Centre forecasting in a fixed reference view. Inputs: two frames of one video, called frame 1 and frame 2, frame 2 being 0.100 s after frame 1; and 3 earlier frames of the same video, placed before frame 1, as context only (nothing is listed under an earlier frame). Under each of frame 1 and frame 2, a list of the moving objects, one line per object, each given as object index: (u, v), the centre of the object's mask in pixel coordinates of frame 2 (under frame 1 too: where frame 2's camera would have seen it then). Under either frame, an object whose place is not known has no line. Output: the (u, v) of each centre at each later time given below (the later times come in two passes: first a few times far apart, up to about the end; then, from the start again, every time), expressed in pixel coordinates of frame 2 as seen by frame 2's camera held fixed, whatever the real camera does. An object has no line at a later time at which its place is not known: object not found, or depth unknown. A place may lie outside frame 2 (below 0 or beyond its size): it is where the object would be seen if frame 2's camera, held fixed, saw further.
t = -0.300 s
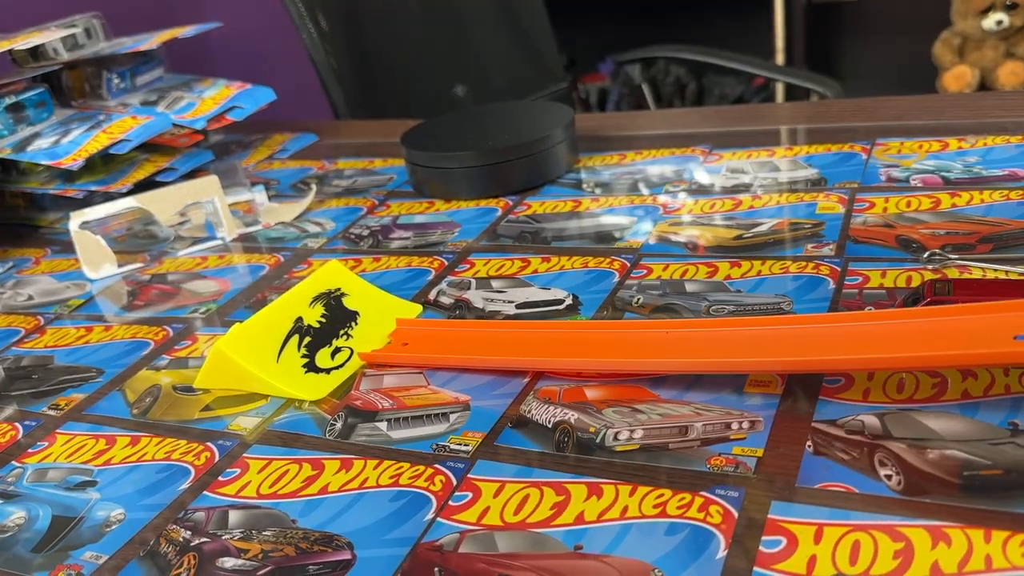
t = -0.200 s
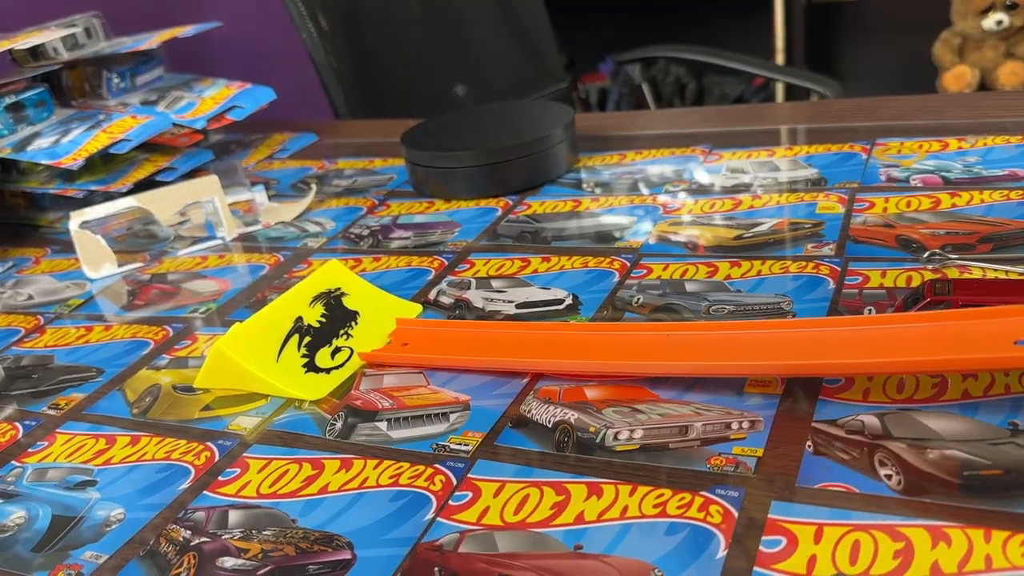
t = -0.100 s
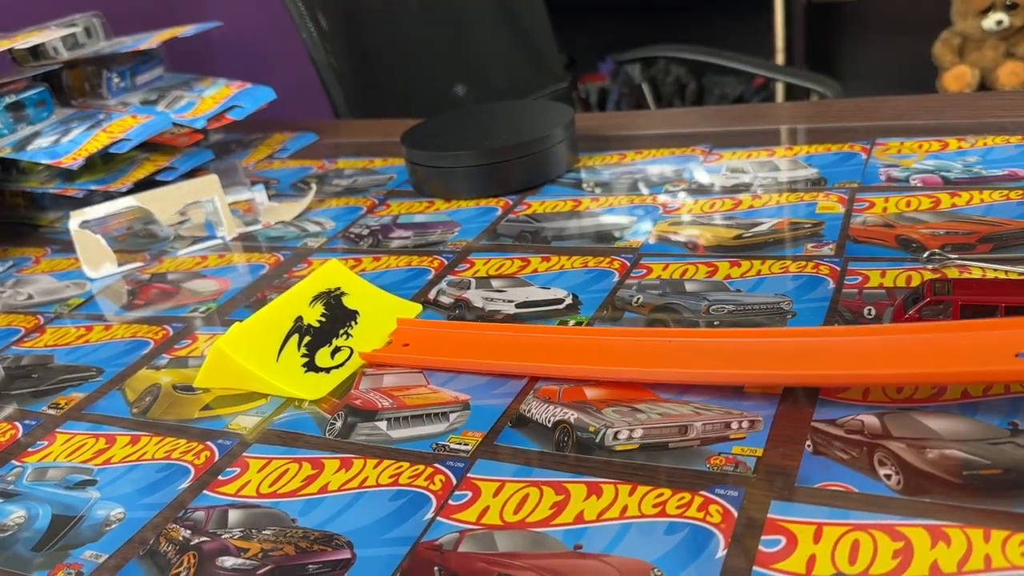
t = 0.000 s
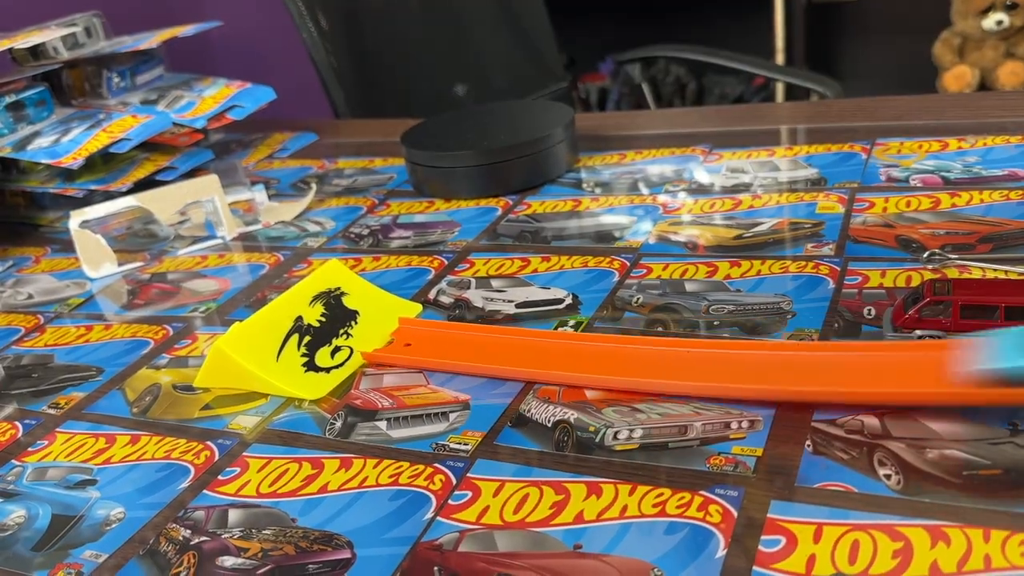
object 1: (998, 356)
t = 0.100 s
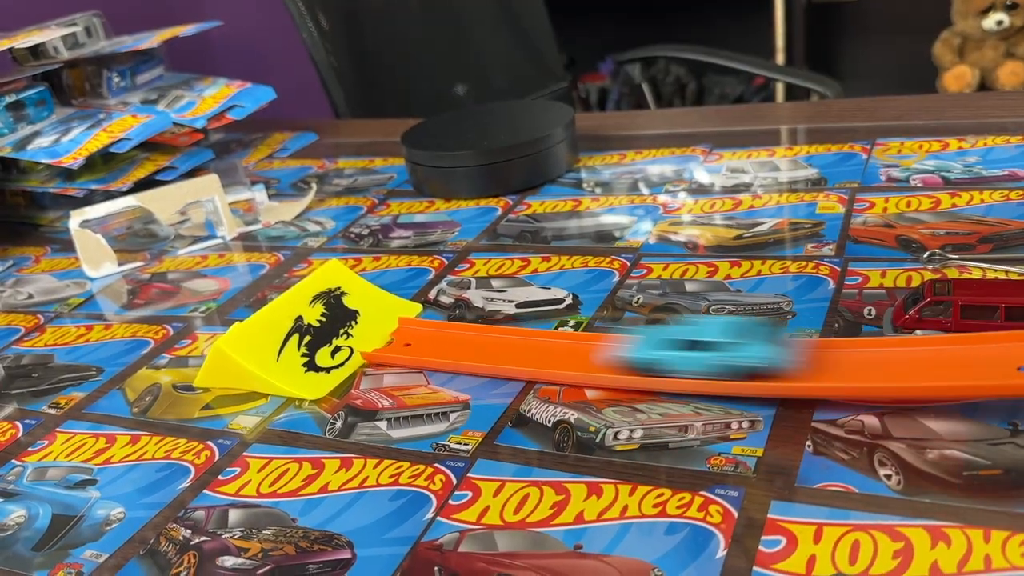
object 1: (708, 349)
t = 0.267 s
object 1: (285, 302)
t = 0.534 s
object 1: (120, 282)
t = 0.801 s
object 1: (174, 294)
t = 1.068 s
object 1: (255, 314)
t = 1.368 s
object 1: (318, 328)
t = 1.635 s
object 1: (326, 330)
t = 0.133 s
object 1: (604, 344)
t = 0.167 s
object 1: (507, 338)
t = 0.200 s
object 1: (427, 330)
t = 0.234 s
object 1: (348, 316)
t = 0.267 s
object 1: (285, 302)
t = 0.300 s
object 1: (235, 288)
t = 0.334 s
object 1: (198, 280)
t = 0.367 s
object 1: (168, 280)
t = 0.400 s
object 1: (147, 283)
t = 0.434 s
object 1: (132, 284)
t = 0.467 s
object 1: (123, 284)
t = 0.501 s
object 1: (119, 283)
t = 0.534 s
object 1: (120, 282)
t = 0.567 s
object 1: (123, 282)
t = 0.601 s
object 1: (126, 282)
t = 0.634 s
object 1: (128, 281)
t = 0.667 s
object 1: (133, 283)
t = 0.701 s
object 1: (141, 286)
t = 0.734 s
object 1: (151, 289)
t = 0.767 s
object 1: (161, 292)
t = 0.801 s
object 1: (174, 294)
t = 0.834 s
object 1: (187, 297)
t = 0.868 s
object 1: (199, 299)
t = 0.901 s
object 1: (211, 302)
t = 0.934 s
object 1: (221, 306)
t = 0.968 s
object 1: (230, 308)
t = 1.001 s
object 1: (239, 310)
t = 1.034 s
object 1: (247, 312)
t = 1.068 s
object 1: (255, 314)
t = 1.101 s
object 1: (264, 316)
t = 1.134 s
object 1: (272, 318)
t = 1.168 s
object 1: (280, 320)
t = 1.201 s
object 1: (287, 321)
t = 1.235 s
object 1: (294, 323)
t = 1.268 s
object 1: (301, 324)
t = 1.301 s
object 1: (307, 325)
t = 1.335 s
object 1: (312, 327)
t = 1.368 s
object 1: (318, 328)
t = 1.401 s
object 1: (322, 329)
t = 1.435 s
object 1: (327, 330)
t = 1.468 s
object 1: (327, 330)
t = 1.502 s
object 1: (326, 330)
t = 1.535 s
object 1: (326, 330)
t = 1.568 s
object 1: (326, 330)
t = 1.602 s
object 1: (327, 330)
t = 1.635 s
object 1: (326, 330)
